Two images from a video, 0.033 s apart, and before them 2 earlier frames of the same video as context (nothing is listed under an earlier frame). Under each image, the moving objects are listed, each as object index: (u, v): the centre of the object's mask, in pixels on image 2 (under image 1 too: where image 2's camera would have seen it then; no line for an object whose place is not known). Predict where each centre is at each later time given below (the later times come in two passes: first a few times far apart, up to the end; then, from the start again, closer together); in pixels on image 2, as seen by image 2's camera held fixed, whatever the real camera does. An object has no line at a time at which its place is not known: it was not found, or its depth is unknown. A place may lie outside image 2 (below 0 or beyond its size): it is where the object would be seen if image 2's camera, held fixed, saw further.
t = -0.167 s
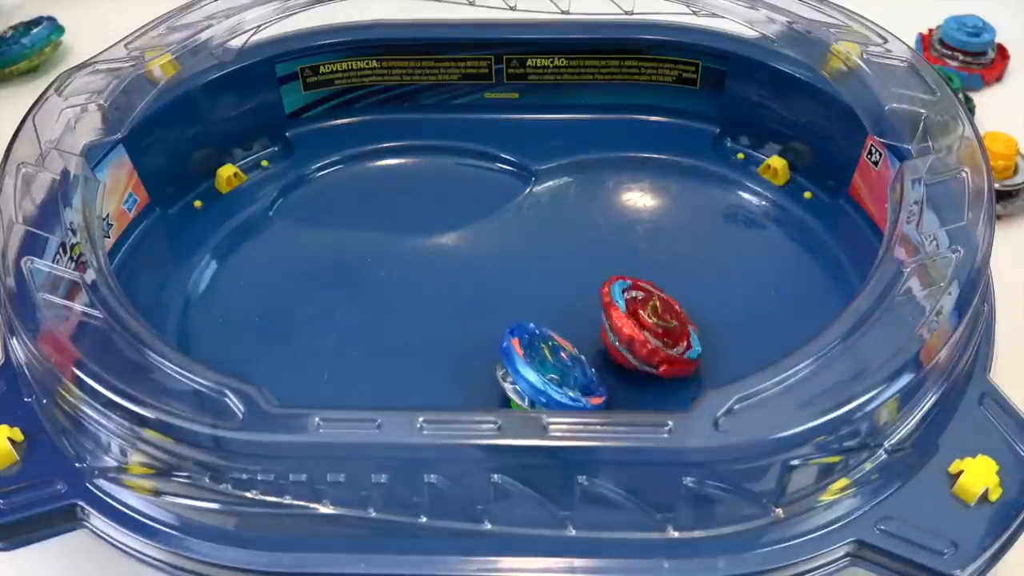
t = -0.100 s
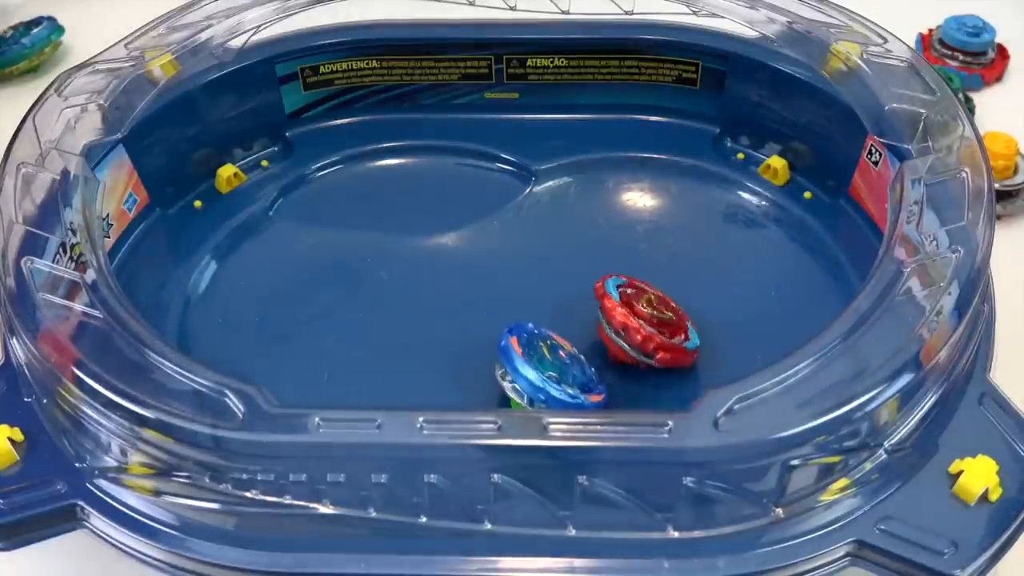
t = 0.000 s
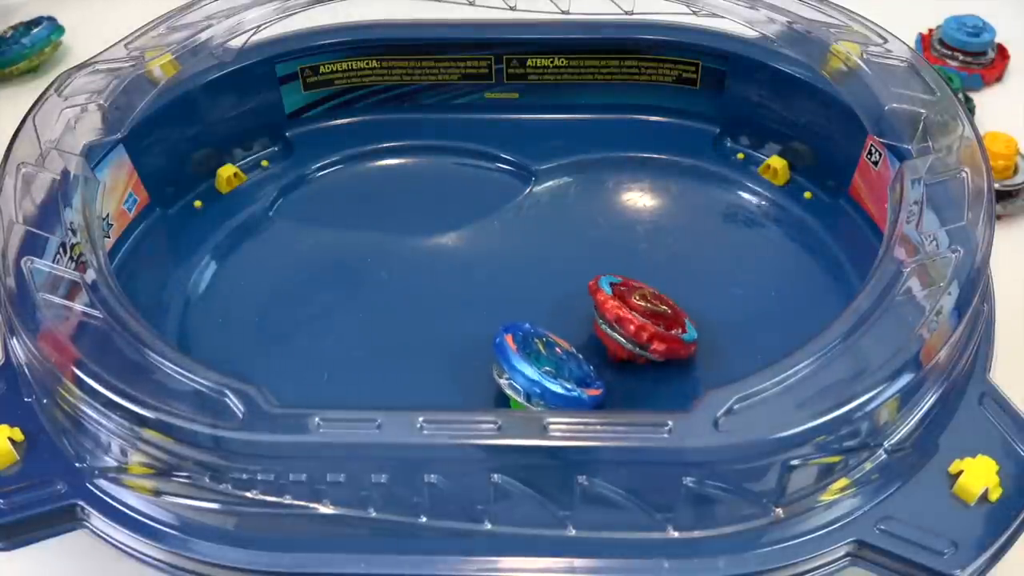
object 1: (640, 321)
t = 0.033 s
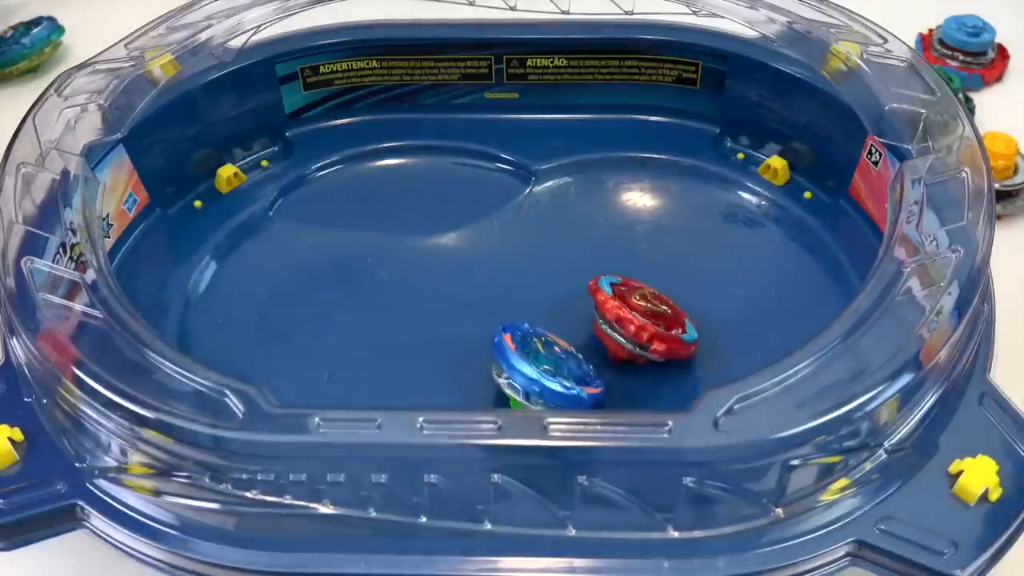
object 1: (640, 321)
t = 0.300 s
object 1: (651, 337)
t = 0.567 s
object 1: (651, 337)
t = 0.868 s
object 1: (641, 322)
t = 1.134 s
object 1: (651, 335)
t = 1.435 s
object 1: (651, 335)
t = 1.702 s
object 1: (641, 322)
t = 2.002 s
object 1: (650, 334)
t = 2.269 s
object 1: (651, 338)
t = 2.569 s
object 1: (642, 323)
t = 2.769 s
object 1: (647, 328)
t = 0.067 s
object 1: (641, 322)
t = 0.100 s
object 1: (643, 324)
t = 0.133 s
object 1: (644, 325)
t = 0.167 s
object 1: (646, 327)
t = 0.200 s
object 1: (648, 329)
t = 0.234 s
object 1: (649, 332)
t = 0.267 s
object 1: (650, 335)
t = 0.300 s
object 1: (651, 337)
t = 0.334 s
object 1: (651, 339)
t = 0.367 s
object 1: (651, 341)
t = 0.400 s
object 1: (651, 341)
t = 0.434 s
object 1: (651, 342)
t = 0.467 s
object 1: (651, 341)
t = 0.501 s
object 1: (651, 340)
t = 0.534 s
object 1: (651, 339)
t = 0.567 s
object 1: (651, 337)
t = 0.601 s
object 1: (651, 334)
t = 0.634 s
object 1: (650, 332)
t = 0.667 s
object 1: (648, 329)
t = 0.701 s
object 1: (647, 327)
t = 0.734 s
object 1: (645, 325)
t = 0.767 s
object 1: (643, 324)
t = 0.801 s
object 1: (642, 323)
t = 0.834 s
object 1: (641, 322)
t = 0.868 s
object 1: (641, 322)
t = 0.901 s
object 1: (641, 322)
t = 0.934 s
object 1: (642, 323)
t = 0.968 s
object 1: (644, 324)
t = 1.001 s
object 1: (645, 326)
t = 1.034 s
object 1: (647, 328)
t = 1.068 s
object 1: (649, 331)
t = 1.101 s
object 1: (650, 333)
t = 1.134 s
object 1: (651, 335)
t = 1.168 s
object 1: (651, 337)
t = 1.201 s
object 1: (651, 339)
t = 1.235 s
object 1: (651, 340)
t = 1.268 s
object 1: (651, 341)
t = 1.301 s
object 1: (651, 341)
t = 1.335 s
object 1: (651, 341)
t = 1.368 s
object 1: (651, 339)
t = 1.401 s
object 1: (651, 337)
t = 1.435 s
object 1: (651, 335)
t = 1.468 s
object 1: (650, 333)
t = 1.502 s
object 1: (649, 331)
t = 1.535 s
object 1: (648, 328)
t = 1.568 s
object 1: (646, 326)
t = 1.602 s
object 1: (644, 325)
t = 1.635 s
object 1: (643, 324)
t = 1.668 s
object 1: (642, 323)
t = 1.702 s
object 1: (641, 322)
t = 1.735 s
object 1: (641, 322)
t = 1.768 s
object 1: (642, 323)
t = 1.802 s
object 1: (642, 323)
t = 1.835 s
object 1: (644, 325)
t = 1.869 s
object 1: (645, 326)
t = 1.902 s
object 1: (647, 328)
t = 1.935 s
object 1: (648, 330)
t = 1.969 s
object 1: (649, 332)
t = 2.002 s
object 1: (650, 334)
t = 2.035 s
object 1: (651, 337)
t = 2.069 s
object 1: (651, 338)
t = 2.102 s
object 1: (651, 339)
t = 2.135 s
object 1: (651, 341)
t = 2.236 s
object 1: (651, 339)
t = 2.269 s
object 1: (651, 338)
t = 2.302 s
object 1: (651, 336)
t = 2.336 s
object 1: (651, 334)
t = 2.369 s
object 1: (650, 332)
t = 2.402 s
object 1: (648, 329)
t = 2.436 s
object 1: (647, 327)
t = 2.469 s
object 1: (645, 325)
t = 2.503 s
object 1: (644, 324)
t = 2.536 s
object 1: (643, 324)
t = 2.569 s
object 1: (642, 323)
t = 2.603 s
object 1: (642, 323)
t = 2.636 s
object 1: (642, 323)
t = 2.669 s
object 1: (643, 324)
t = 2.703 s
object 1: (644, 325)
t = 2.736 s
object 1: (645, 326)
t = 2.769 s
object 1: (647, 328)
